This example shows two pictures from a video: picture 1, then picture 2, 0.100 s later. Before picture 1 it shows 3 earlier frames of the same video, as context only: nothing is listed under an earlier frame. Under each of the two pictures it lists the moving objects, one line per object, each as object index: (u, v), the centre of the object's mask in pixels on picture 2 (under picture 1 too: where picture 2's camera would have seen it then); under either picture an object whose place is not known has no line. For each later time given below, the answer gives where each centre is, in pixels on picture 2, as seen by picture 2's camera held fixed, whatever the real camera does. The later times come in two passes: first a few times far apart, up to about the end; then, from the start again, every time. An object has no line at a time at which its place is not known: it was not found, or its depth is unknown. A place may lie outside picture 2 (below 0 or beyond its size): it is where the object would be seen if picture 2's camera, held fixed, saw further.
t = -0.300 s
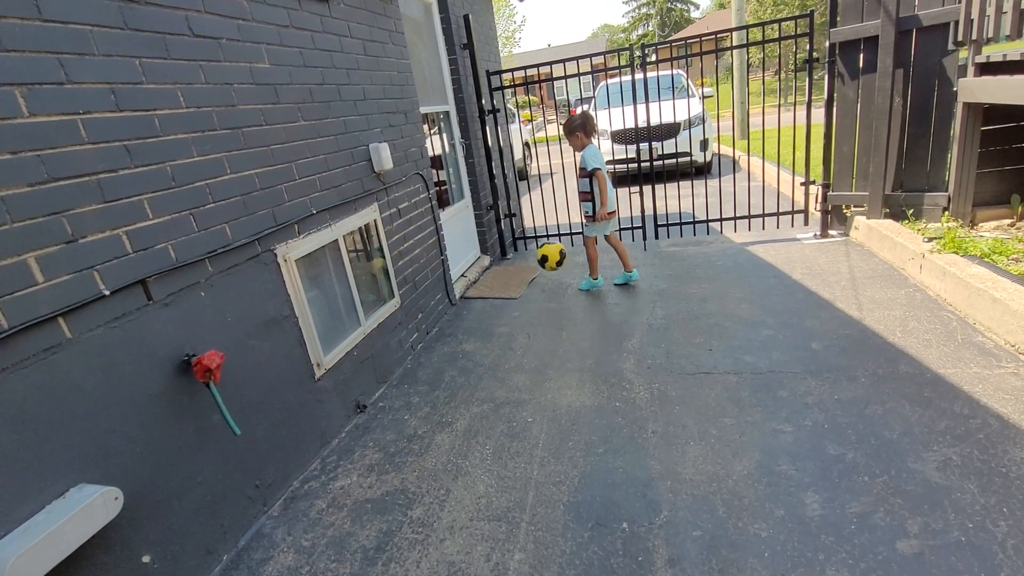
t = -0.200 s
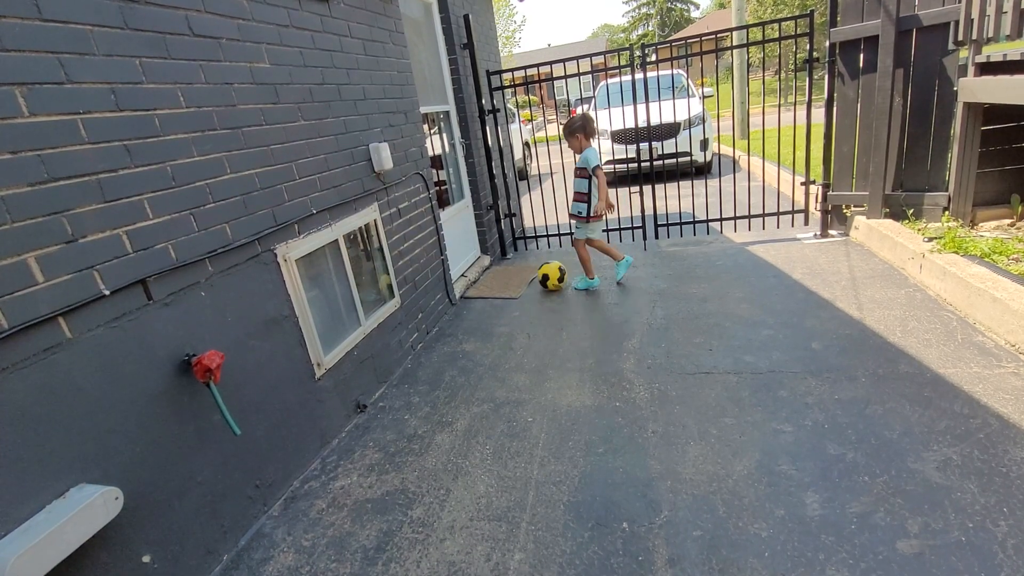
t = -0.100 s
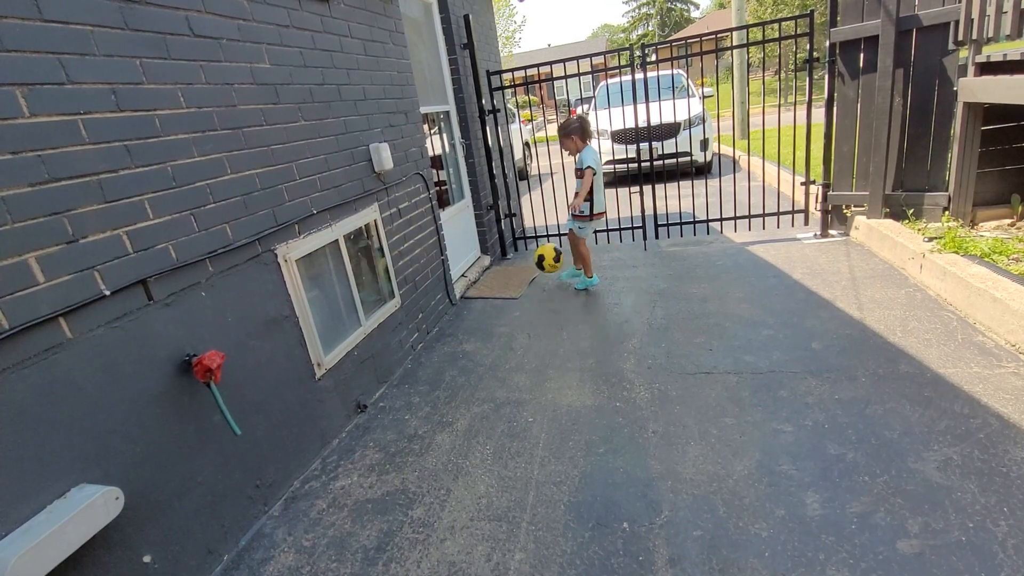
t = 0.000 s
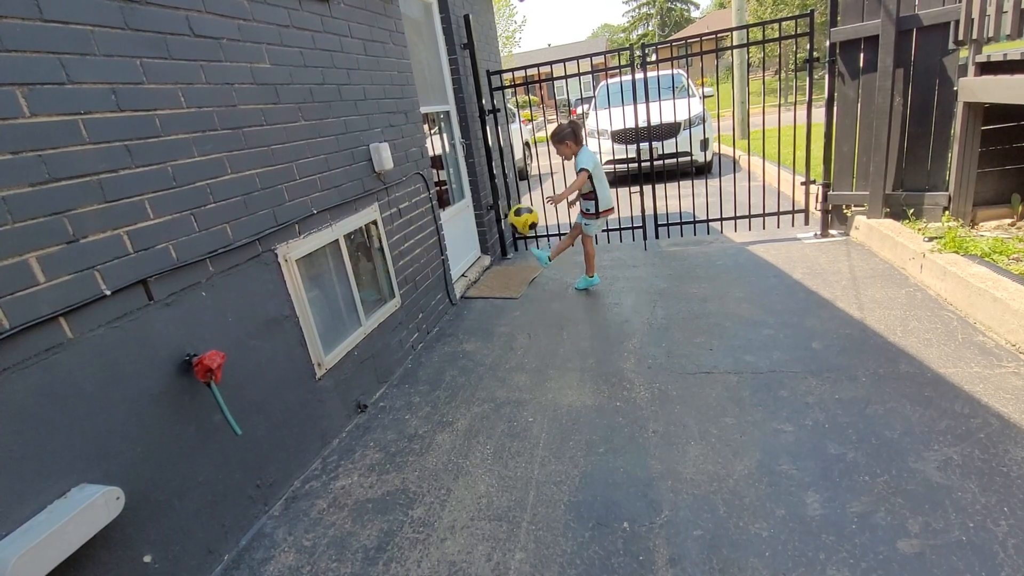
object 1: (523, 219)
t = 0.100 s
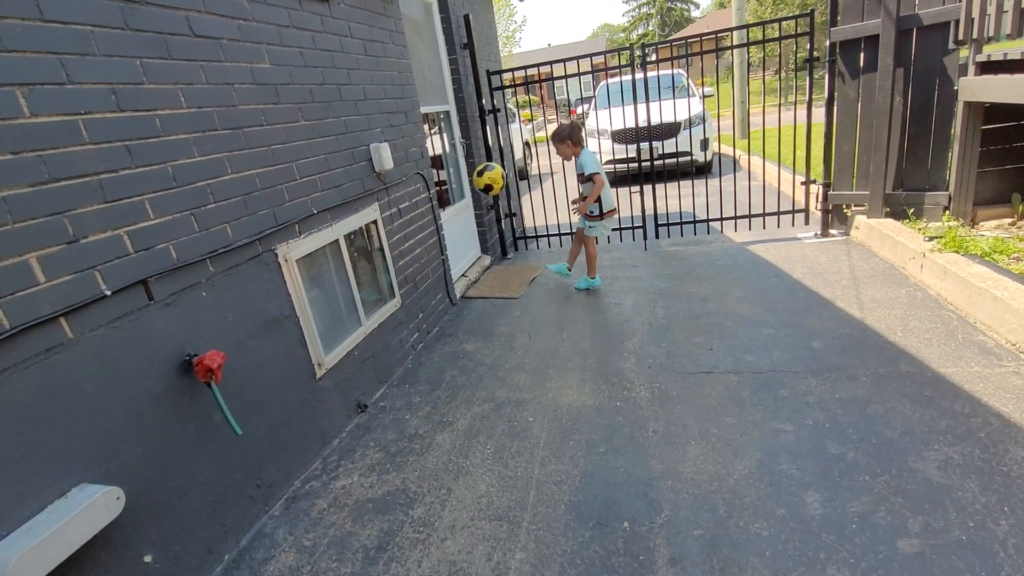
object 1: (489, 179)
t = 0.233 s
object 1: (443, 144)
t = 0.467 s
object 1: (475, 174)
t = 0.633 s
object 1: (520, 253)
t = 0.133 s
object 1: (478, 168)
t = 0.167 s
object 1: (467, 158)
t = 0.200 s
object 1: (455, 151)
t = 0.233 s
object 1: (443, 144)
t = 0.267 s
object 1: (432, 141)
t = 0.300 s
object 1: (438, 141)
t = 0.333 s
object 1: (445, 144)
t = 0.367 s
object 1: (452, 148)
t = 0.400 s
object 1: (459, 155)
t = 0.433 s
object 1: (467, 163)
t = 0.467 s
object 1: (475, 174)
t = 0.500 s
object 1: (483, 186)
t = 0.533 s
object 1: (492, 200)
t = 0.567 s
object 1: (501, 216)
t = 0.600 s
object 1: (510, 233)
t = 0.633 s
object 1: (520, 253)
